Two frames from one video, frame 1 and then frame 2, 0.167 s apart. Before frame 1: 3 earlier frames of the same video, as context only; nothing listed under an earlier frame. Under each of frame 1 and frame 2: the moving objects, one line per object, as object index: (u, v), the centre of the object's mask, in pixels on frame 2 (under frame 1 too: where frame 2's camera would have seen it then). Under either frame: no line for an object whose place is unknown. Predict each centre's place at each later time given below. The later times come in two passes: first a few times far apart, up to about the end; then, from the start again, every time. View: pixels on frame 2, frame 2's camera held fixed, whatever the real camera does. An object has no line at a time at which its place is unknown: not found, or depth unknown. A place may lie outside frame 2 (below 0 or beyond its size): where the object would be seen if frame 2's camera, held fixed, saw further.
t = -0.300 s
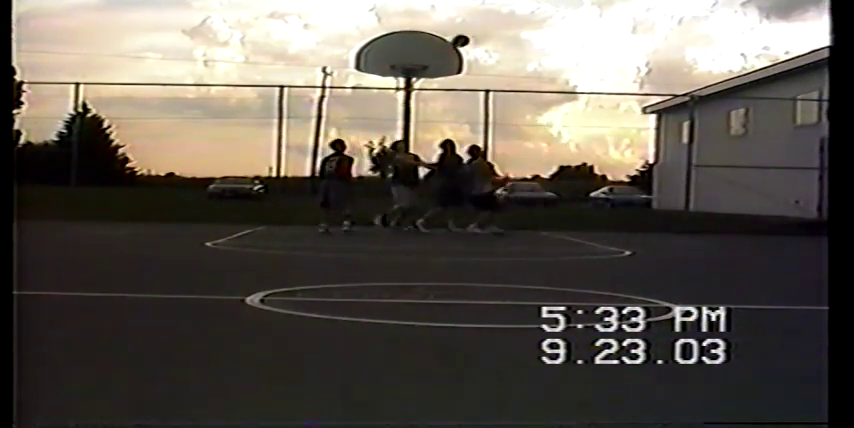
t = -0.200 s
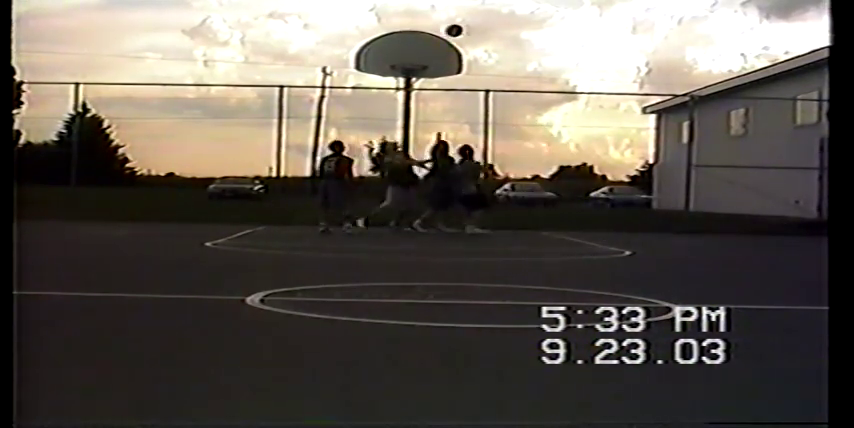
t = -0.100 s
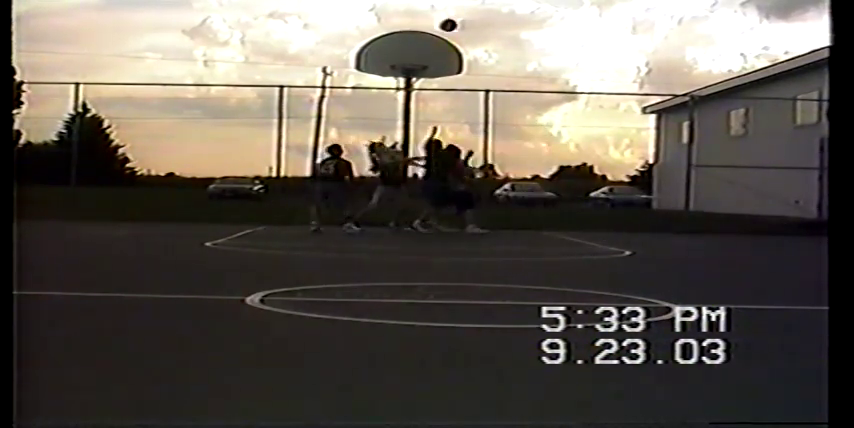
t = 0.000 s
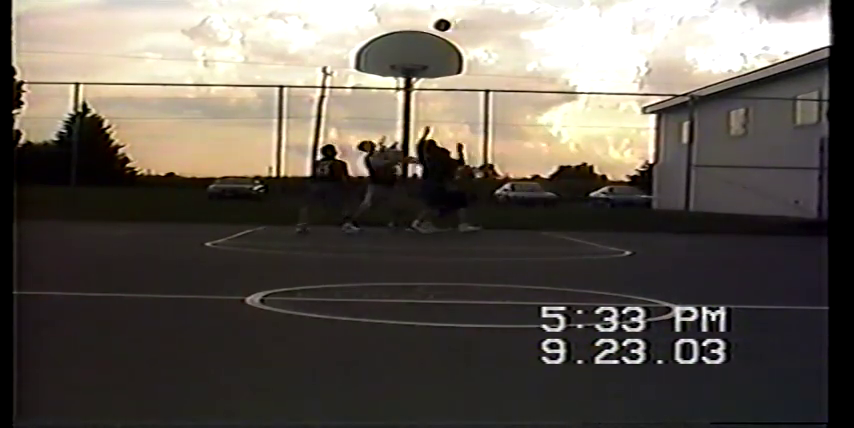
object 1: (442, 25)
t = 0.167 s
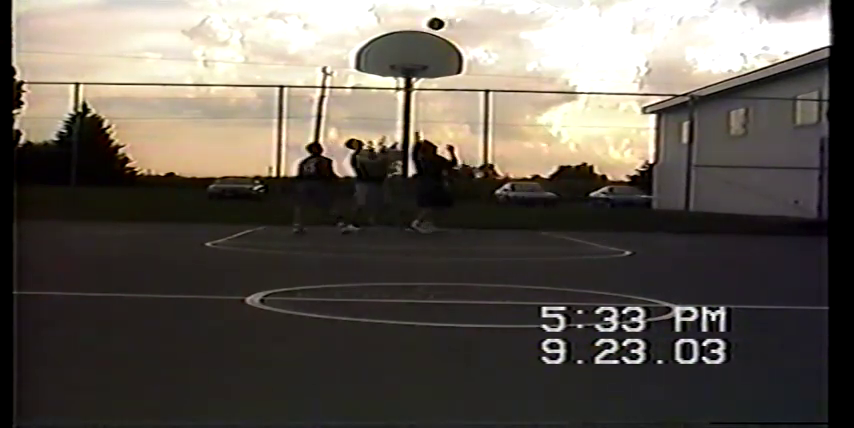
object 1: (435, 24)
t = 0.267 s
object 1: (433, 23)
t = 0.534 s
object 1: (432, 37)
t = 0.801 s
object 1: (441, 52)
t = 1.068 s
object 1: (470, 47)
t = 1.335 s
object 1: (497, 83)
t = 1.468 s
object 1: (508, 116)
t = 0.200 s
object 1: (435, 23)
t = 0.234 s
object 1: (434, 23)
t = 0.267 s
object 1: (433, 23)
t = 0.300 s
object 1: (433, 24)
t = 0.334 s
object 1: (432, 25)
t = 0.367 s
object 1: (432, 28)
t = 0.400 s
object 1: (432, 29)
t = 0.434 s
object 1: (431, 29)
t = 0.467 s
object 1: (432, 31)
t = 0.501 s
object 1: (432, 34)
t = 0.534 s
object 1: (432, 37)
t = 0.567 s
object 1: (431, 41)
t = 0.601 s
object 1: (432, 45)
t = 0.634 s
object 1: (432, 50)
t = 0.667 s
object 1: (432, 55)
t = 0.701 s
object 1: (431, 61)
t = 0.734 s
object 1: (434, 58)
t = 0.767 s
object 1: (438, 54)
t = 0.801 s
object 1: (441, 52)
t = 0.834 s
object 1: (445, 49)
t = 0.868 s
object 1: (449, 47)
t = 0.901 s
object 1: (452, 45)
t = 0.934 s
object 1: (456, 45)
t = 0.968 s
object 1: (459, 45)
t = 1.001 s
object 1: (463, 45)
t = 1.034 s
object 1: (466, 46)
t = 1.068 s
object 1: (470, 47)
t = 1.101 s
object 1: (473, 50)
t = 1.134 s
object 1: (477, 52)
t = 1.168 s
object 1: (480, 56)
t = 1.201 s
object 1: (483, 60)
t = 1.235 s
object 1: (487, 65)
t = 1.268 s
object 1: (490, 70)
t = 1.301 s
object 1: (493, 76)
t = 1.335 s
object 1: (497, 83)
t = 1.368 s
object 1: (500, 90)
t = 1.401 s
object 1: (502, 98)
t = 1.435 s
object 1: (506, 106)
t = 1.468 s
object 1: (508, 116)
